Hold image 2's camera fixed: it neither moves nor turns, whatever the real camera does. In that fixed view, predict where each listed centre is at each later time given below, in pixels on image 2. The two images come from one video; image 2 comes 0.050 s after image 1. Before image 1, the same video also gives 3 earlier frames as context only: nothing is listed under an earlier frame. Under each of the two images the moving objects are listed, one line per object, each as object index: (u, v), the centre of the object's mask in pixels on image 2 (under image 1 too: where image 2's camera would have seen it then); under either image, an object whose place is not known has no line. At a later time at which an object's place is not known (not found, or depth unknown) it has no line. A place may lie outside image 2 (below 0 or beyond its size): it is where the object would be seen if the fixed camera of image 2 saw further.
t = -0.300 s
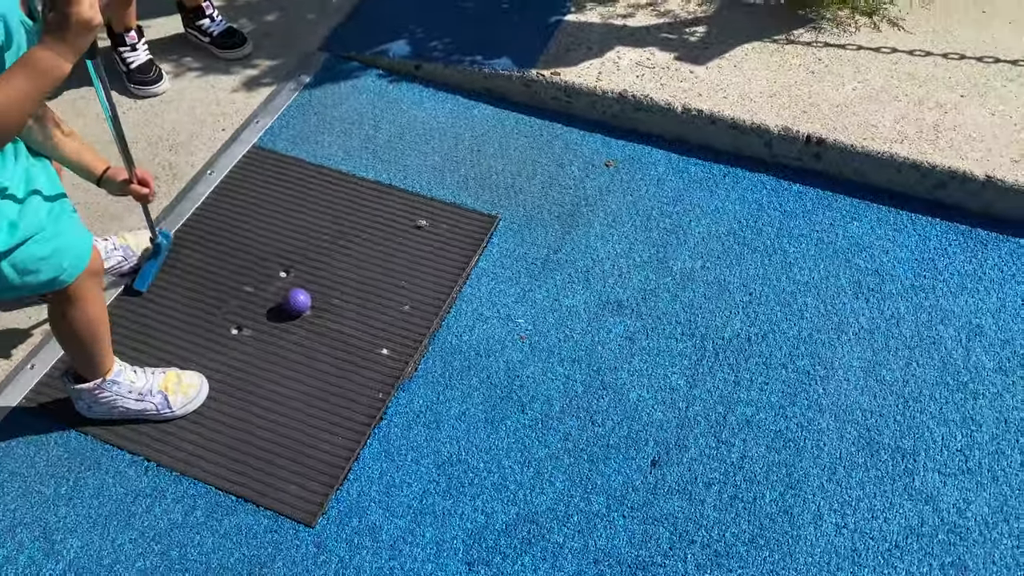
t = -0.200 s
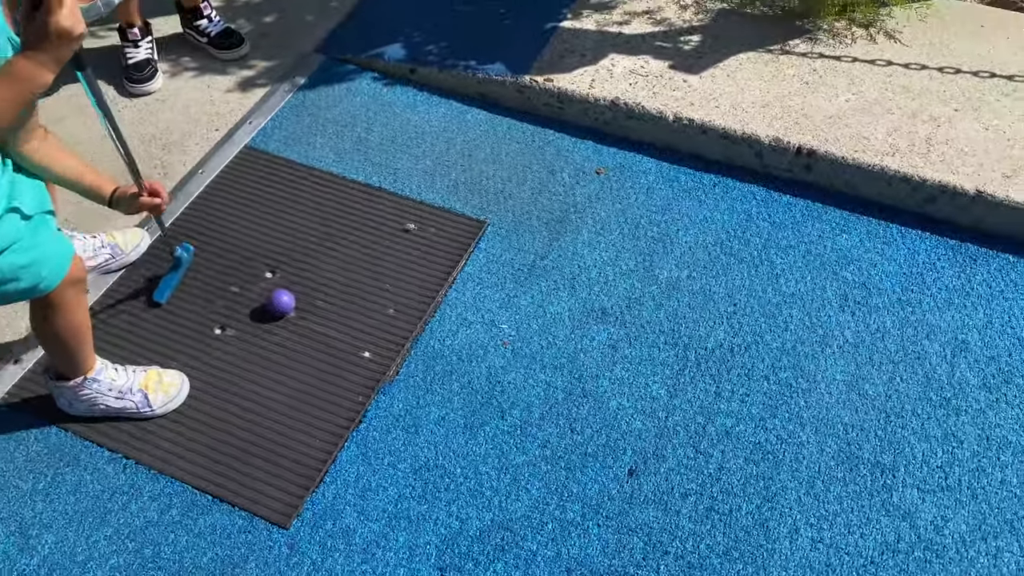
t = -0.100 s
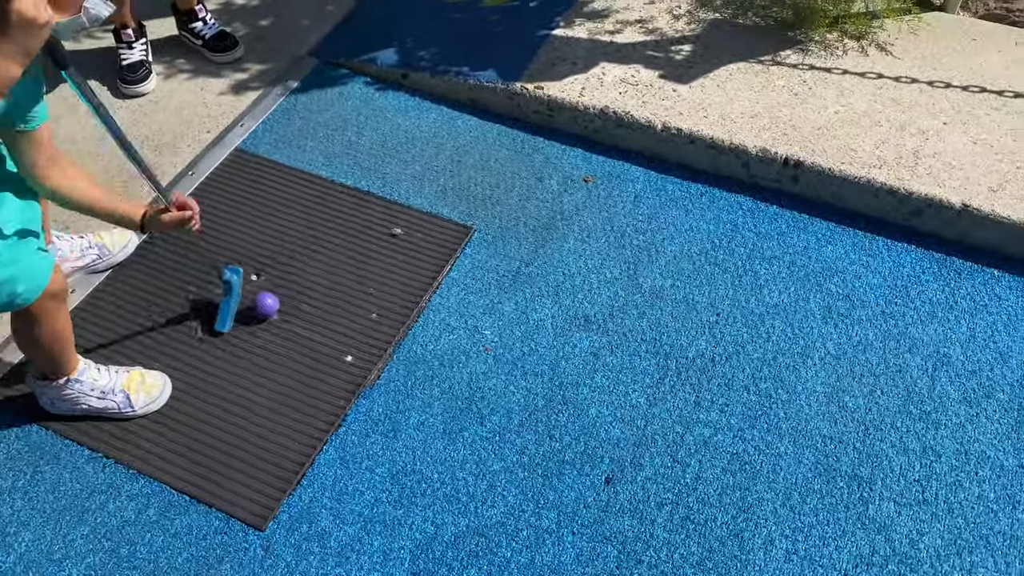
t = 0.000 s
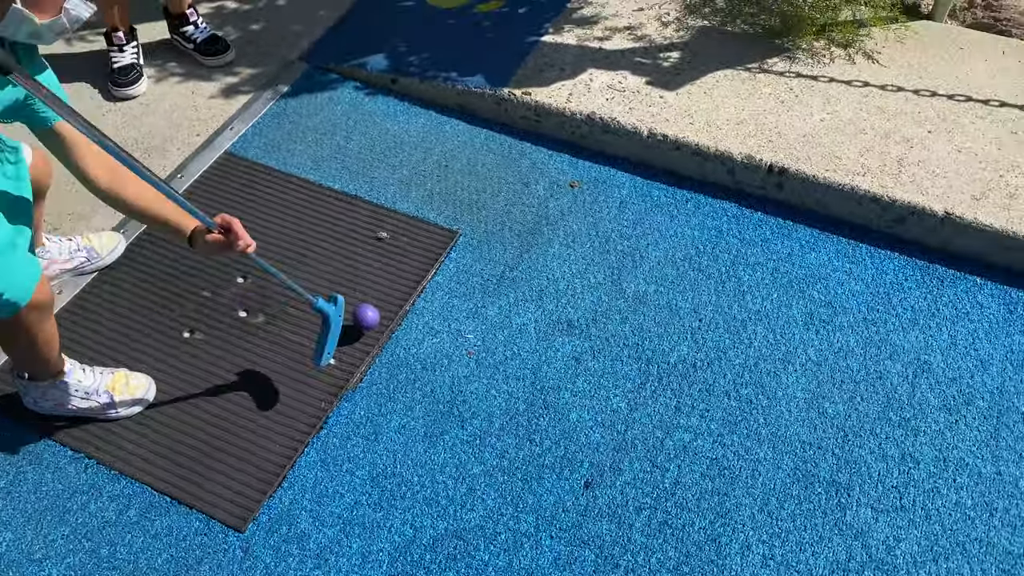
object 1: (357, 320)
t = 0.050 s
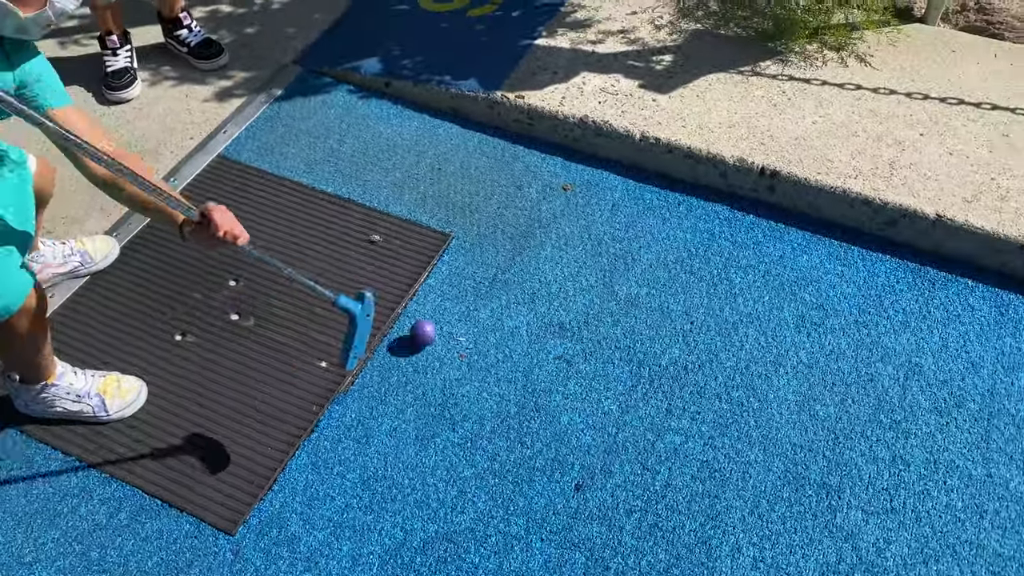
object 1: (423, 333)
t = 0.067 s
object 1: (444, 334)
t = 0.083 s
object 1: (464, 336)
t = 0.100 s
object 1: (484, 337)
